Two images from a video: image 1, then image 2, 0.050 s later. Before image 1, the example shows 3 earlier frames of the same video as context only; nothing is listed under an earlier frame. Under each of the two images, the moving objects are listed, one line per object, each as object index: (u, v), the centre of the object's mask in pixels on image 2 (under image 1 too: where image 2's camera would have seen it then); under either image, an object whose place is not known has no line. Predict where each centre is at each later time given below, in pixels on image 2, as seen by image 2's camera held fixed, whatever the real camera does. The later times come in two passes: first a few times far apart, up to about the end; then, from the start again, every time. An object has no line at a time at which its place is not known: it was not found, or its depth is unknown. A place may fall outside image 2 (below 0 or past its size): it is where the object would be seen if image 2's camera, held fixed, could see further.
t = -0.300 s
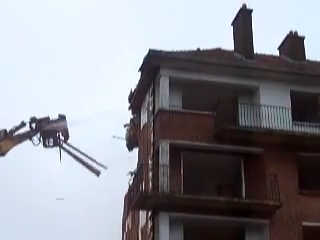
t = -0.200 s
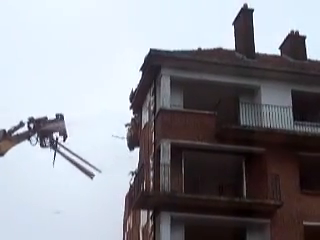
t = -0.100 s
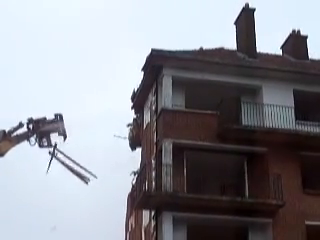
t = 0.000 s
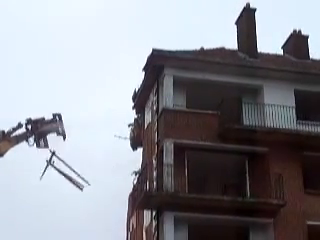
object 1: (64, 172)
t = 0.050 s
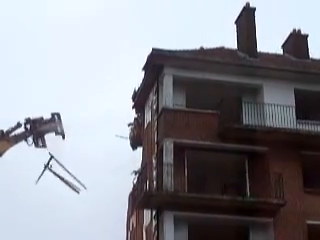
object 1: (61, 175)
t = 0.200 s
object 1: (52, 187)
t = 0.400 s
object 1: (42, 210)
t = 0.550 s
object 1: (33, 229)
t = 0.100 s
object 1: (57, 179)
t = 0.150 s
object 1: (53, 182)
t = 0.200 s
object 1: (52, 187)
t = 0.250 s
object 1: (49, 192)
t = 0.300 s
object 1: (46, 198)
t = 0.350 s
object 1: (44, 204)
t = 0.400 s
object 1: (42, 210)
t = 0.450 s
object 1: (39, 217)
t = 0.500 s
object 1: (36, 224)
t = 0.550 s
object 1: (33, 229)
